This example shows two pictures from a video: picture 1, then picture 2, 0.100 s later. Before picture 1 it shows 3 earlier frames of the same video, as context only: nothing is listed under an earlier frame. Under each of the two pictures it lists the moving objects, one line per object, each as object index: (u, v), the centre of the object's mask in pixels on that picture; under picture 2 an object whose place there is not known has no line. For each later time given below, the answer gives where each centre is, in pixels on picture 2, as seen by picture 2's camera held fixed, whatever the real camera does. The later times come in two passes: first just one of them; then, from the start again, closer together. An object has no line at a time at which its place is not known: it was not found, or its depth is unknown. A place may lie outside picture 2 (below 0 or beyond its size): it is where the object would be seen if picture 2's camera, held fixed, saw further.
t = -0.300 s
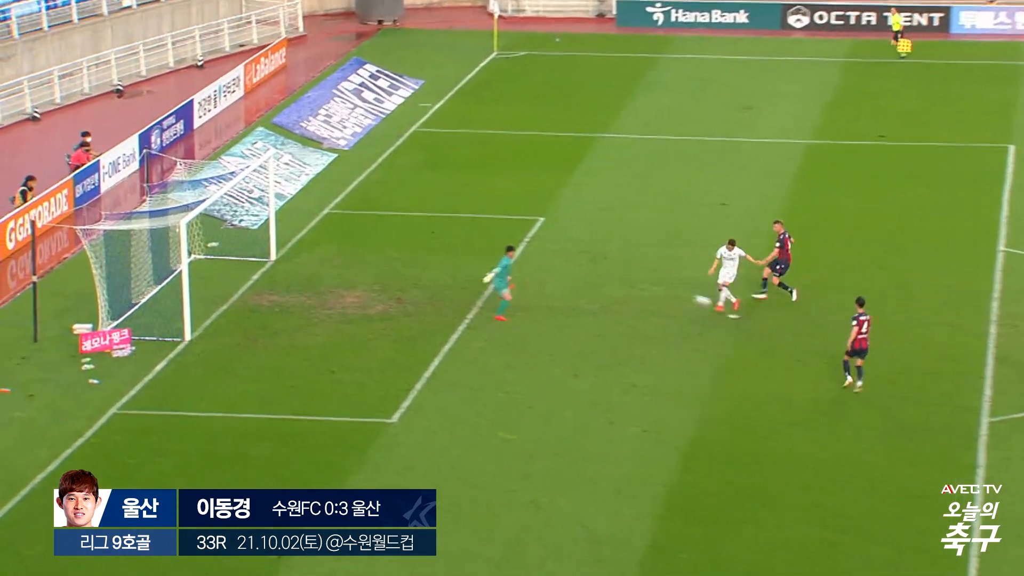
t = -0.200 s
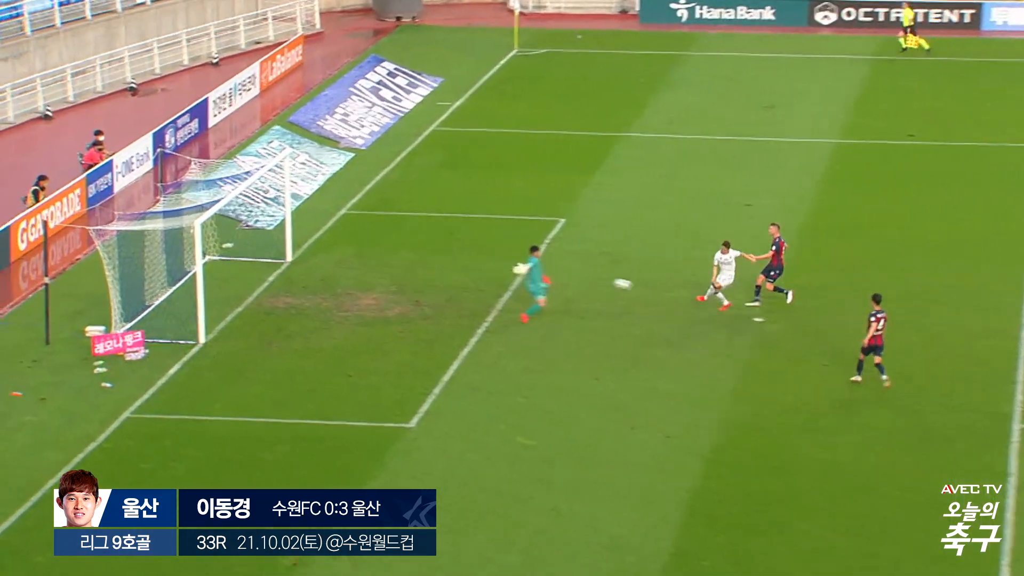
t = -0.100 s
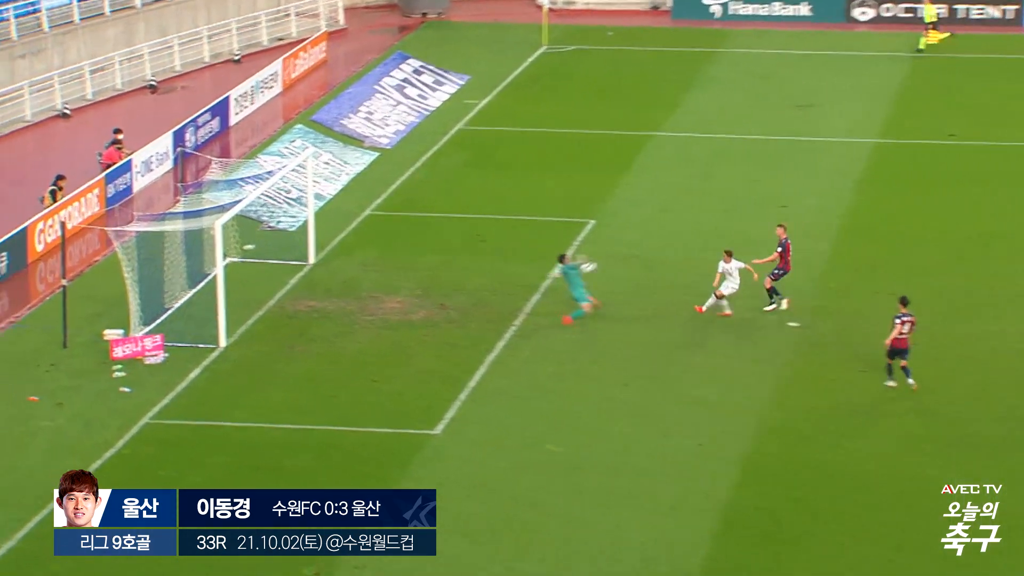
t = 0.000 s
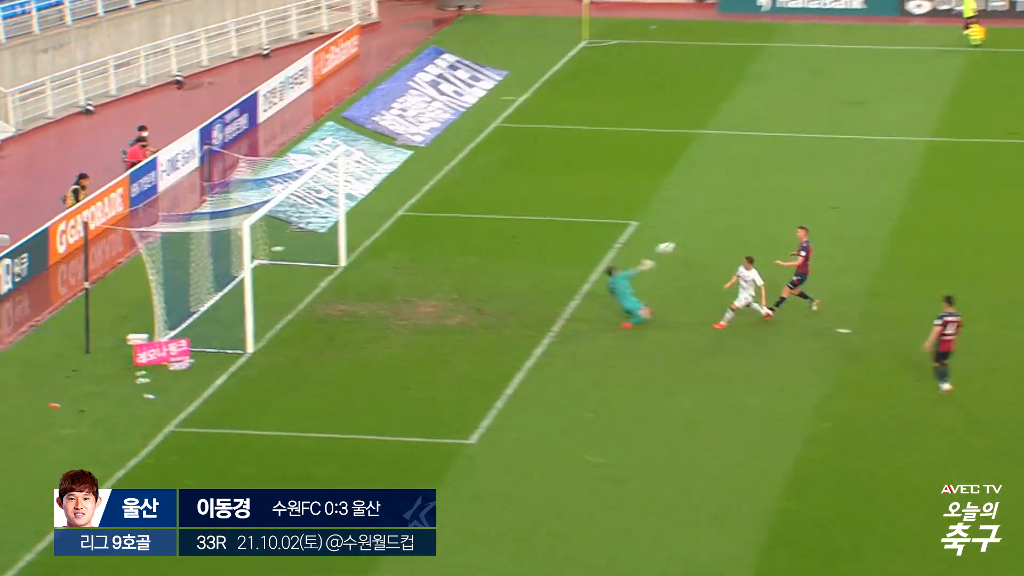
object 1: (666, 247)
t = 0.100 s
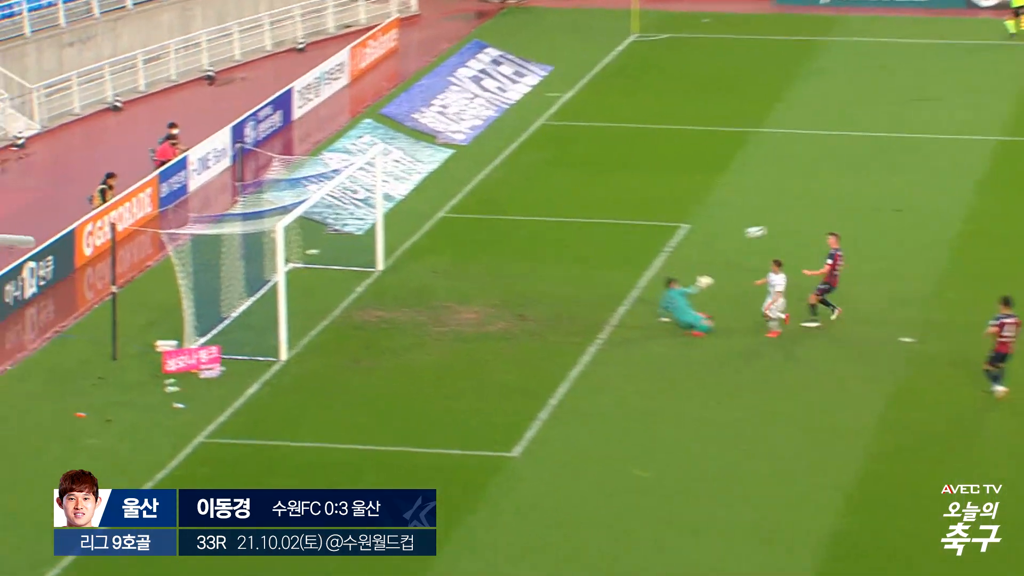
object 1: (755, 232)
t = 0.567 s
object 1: (922, 202)
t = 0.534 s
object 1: (912, 200)
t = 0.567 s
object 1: (922, 202)
